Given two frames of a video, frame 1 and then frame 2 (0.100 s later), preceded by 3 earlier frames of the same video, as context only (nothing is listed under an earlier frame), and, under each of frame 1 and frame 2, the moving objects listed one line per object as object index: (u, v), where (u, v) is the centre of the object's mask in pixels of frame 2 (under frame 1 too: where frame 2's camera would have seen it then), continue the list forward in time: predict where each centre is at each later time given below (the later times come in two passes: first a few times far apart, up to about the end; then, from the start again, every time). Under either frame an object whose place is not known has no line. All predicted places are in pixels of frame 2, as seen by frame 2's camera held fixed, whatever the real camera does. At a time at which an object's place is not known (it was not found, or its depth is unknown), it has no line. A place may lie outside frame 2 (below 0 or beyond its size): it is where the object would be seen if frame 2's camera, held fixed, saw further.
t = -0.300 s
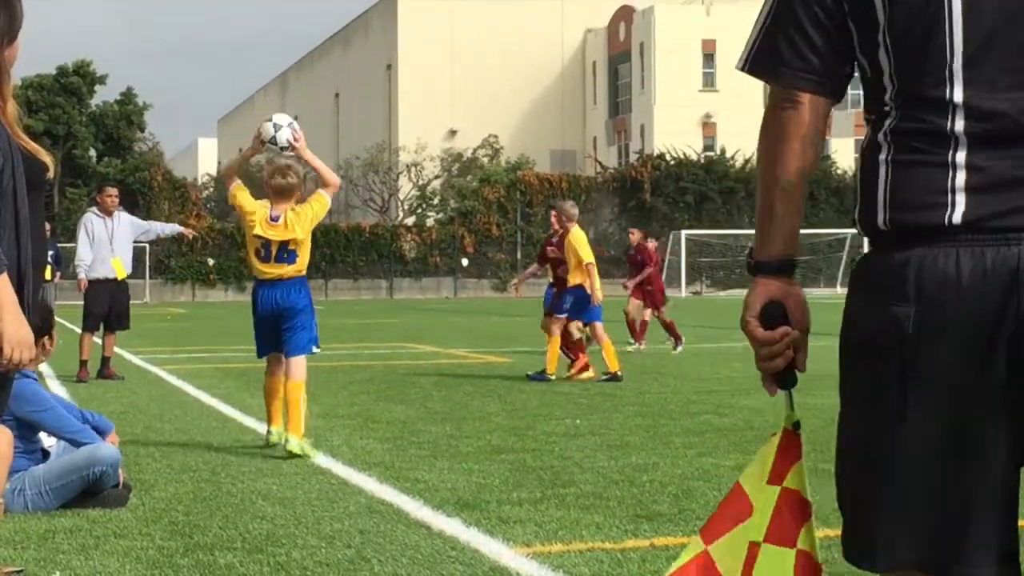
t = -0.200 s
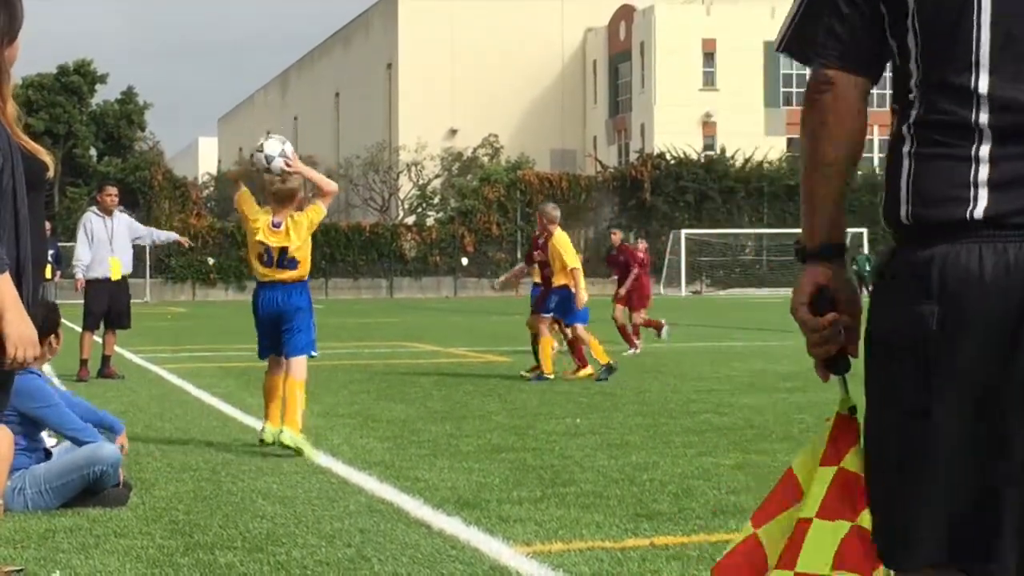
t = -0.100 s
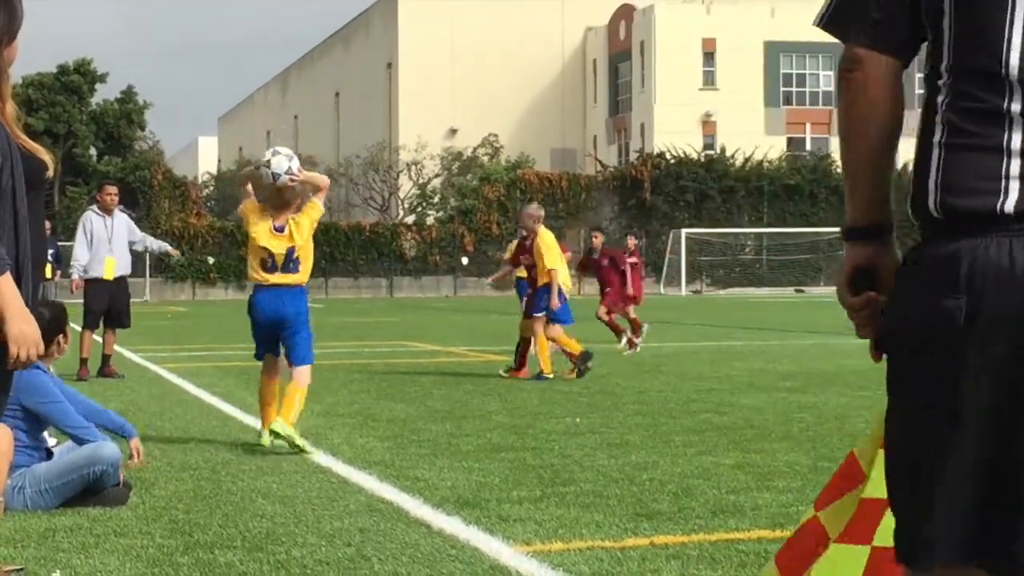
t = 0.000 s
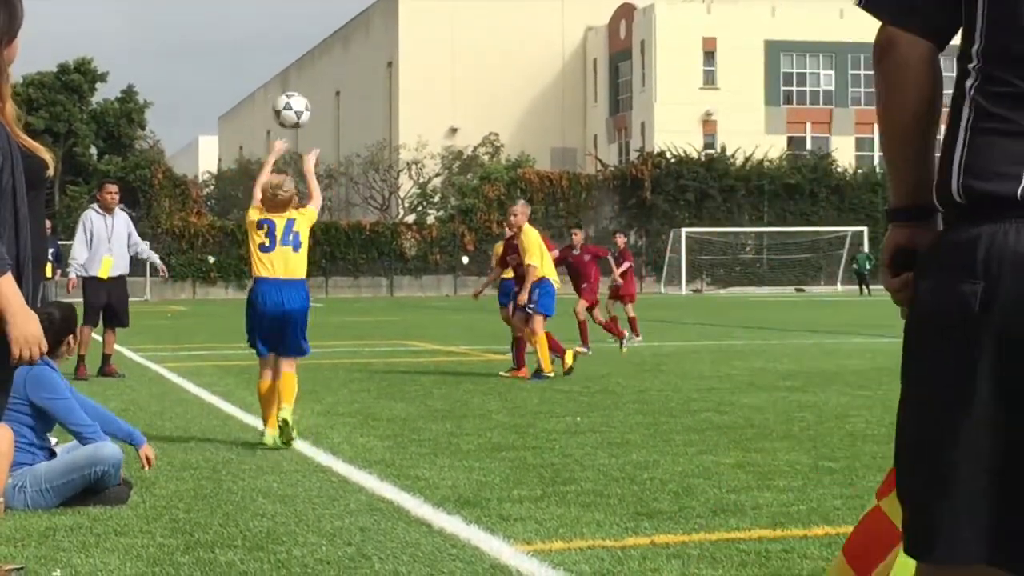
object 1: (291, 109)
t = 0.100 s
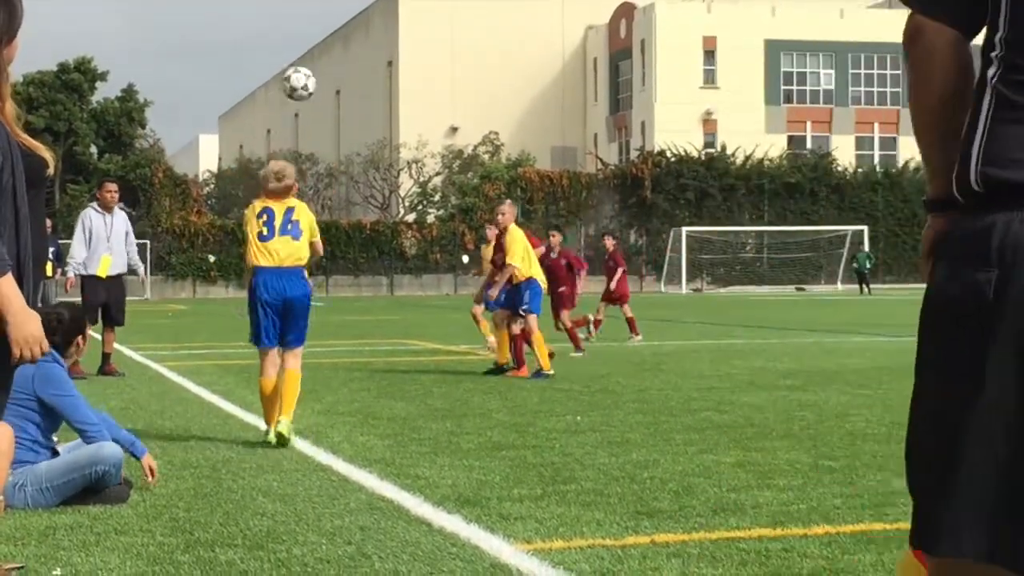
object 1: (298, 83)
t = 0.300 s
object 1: (309, 86)
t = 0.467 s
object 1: (318, 125)
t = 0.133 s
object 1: (301, 79)
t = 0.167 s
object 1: (303, 77)
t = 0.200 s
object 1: (304, 76)
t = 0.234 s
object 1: (306, 78)
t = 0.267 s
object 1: (308, 81)
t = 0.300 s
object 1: (309, 86)
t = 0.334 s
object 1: (310, 92)
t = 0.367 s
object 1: (313, 99)
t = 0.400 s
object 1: (315, 107)
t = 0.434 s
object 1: (316, 116)
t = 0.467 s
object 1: (318, 125)
